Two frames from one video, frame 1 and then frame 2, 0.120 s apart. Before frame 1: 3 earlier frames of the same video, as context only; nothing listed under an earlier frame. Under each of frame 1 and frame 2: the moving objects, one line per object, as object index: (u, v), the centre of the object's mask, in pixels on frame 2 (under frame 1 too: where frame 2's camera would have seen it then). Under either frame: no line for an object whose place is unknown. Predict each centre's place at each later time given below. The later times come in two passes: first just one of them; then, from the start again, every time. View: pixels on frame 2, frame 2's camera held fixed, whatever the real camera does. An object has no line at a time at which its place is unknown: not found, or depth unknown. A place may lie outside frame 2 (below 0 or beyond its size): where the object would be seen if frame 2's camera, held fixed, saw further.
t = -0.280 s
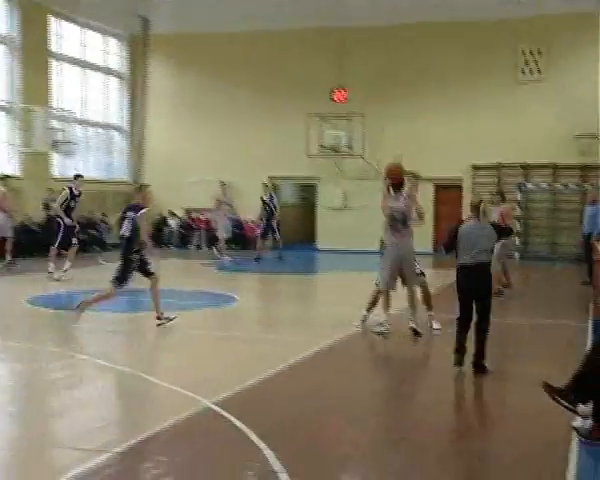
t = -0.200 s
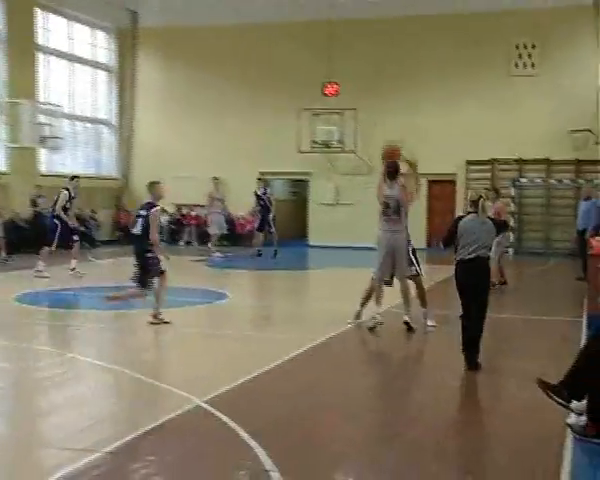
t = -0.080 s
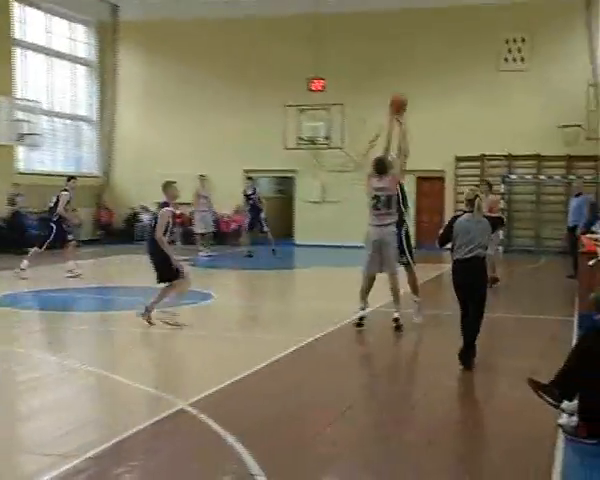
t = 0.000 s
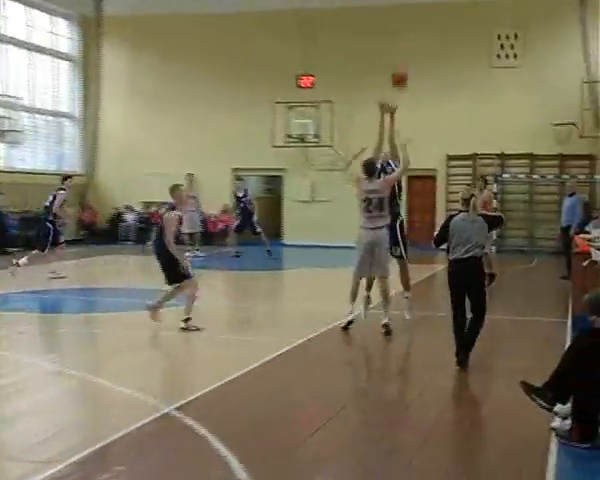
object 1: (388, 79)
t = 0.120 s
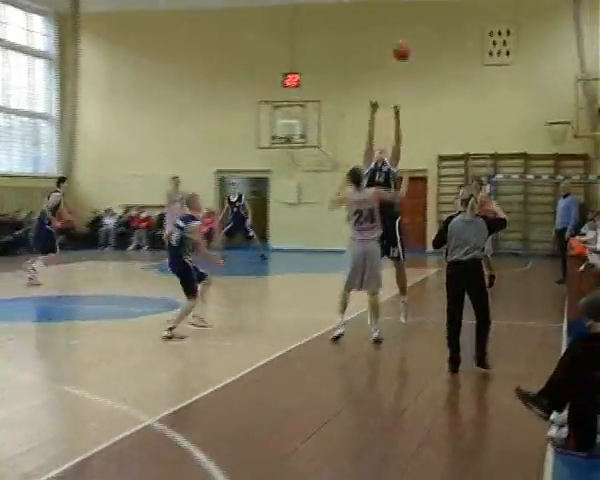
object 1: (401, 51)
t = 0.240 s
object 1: (412, 42)
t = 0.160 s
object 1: (405, 47)
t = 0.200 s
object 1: (409, 43)
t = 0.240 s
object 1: (412, 42)
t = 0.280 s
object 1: (416, 40)
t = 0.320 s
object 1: (420, 41)
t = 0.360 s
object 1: (423, 42)
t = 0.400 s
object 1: (427, 44)
